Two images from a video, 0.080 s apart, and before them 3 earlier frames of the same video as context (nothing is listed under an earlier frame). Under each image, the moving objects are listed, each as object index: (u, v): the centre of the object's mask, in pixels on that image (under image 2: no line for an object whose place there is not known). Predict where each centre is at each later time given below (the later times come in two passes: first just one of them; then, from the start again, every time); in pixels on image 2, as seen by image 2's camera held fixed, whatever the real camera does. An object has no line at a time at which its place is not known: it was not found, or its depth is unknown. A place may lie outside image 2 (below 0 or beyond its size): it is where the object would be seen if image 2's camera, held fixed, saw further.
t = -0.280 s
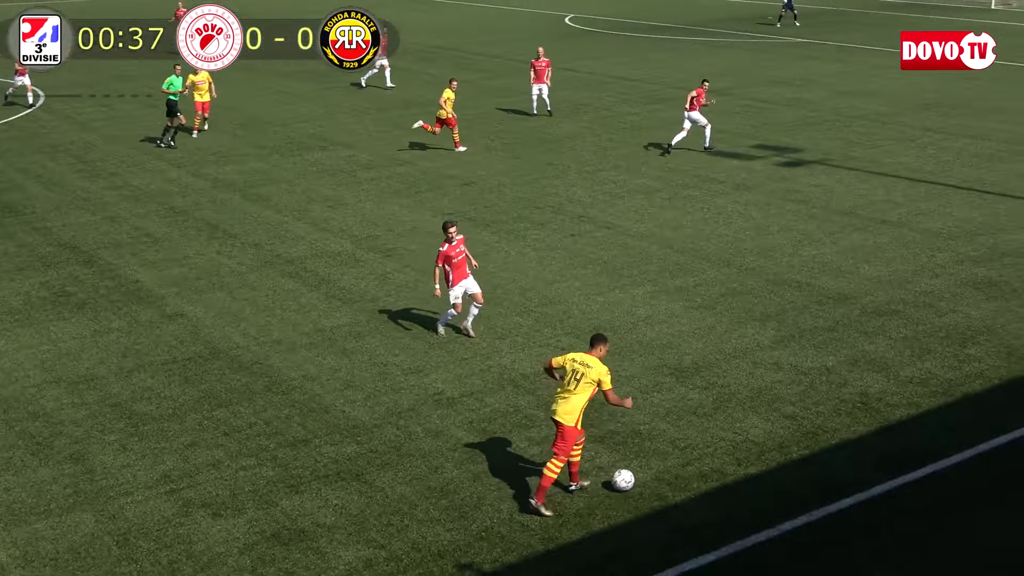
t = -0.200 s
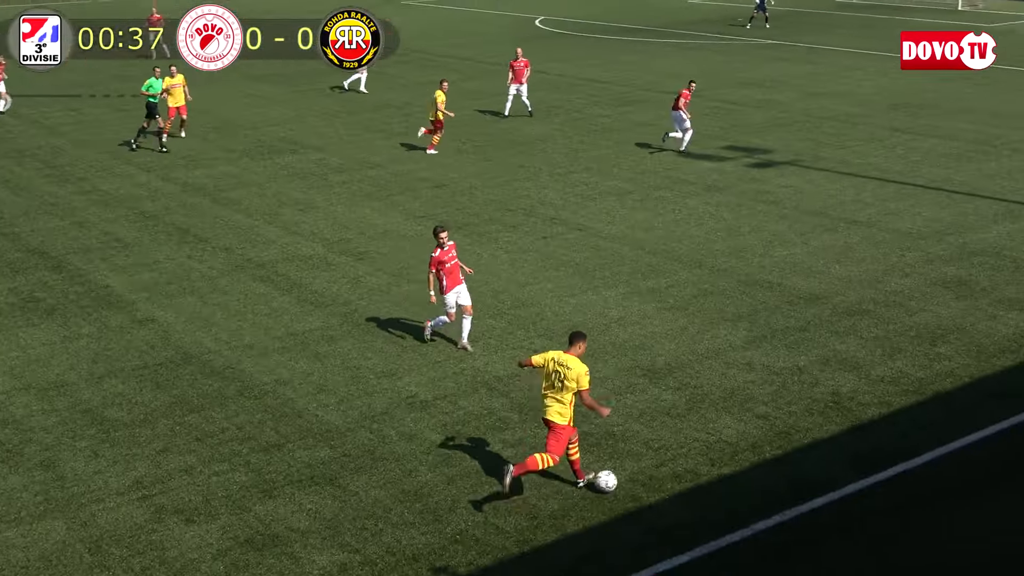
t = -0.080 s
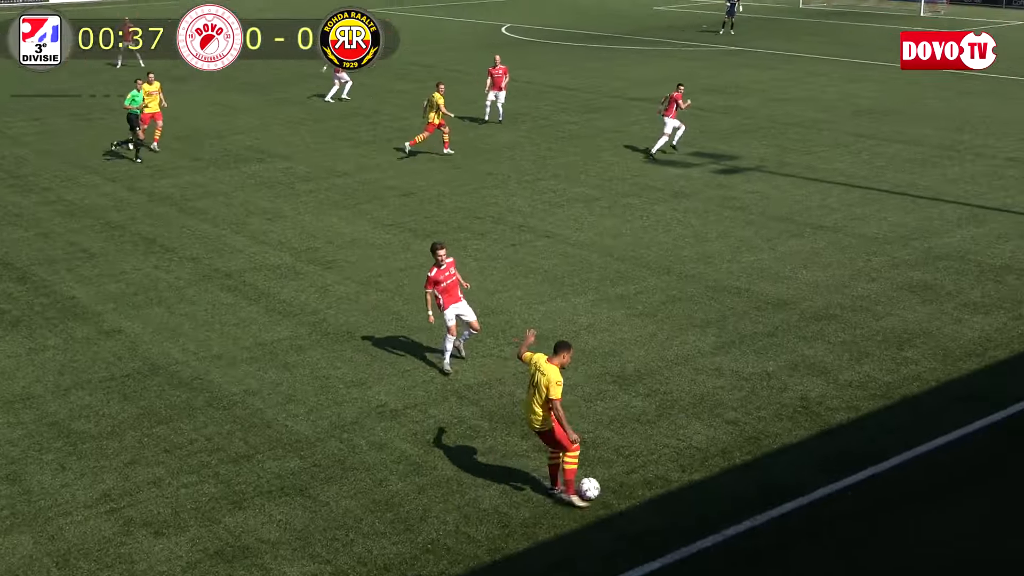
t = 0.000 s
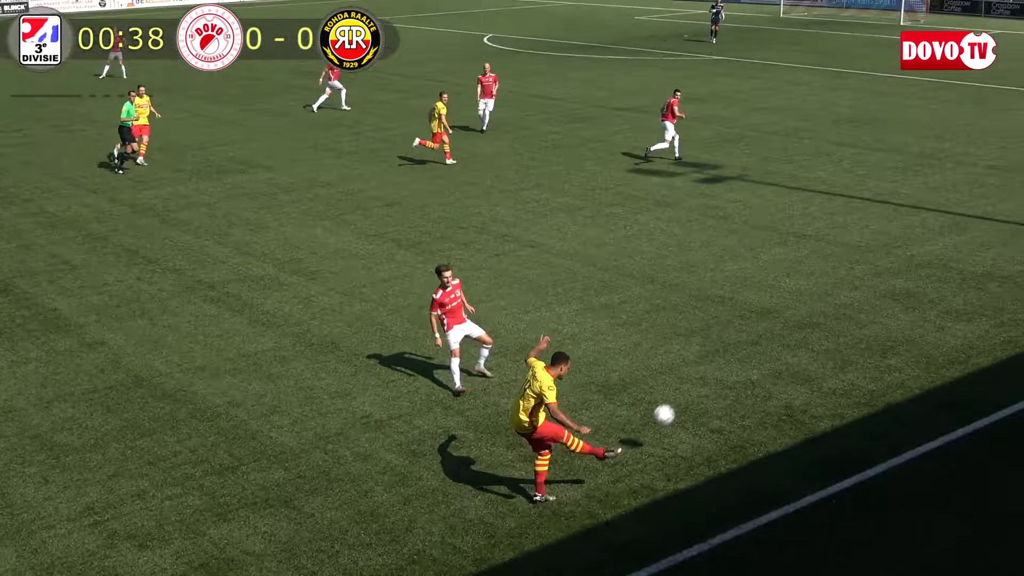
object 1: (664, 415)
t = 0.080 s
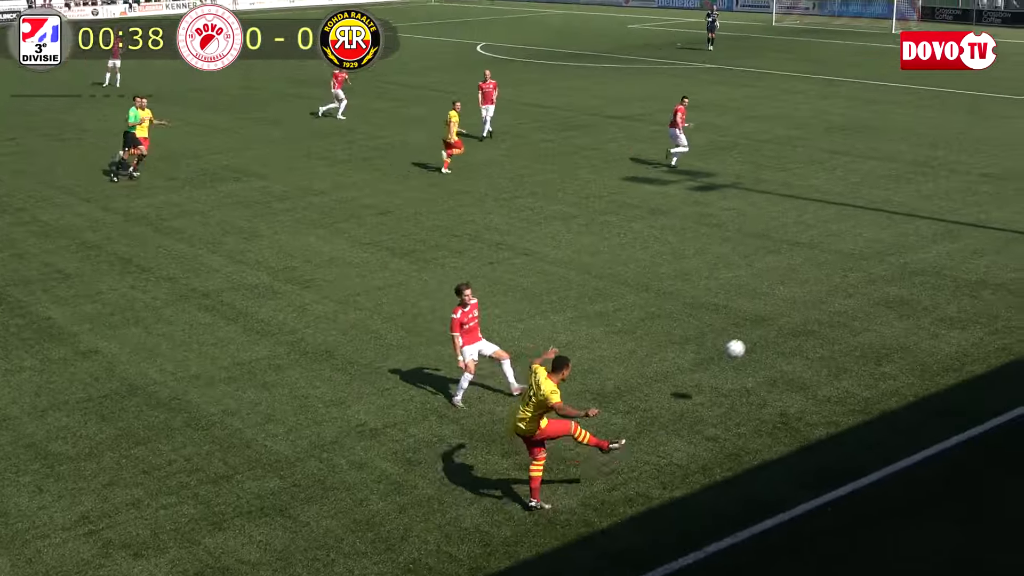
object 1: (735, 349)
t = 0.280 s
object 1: (859, 229)
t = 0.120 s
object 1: (767, 319)
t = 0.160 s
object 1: (794, 291)
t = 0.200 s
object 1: (818, 268)
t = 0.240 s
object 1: (841, 247)
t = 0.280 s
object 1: (859, 229)
